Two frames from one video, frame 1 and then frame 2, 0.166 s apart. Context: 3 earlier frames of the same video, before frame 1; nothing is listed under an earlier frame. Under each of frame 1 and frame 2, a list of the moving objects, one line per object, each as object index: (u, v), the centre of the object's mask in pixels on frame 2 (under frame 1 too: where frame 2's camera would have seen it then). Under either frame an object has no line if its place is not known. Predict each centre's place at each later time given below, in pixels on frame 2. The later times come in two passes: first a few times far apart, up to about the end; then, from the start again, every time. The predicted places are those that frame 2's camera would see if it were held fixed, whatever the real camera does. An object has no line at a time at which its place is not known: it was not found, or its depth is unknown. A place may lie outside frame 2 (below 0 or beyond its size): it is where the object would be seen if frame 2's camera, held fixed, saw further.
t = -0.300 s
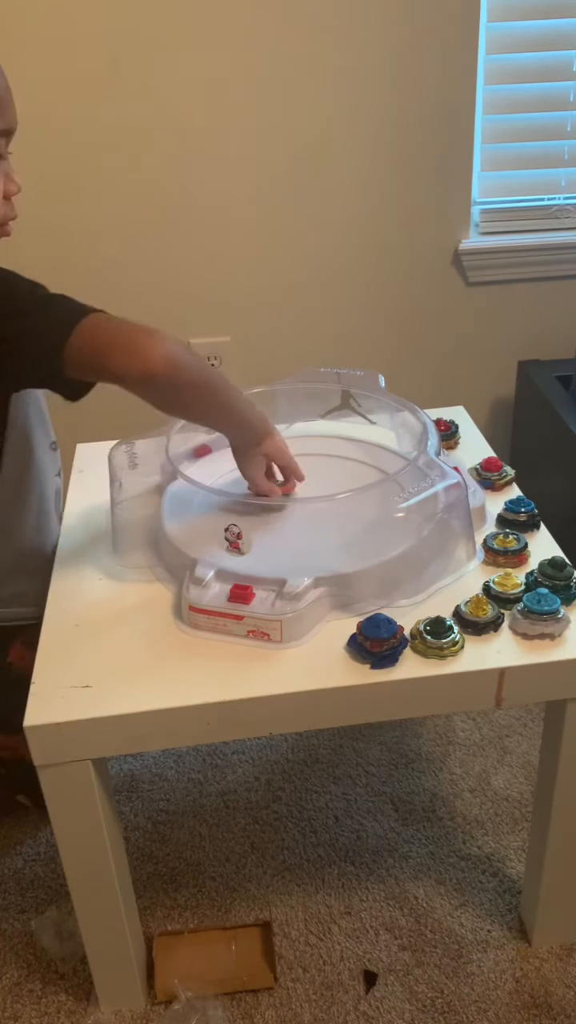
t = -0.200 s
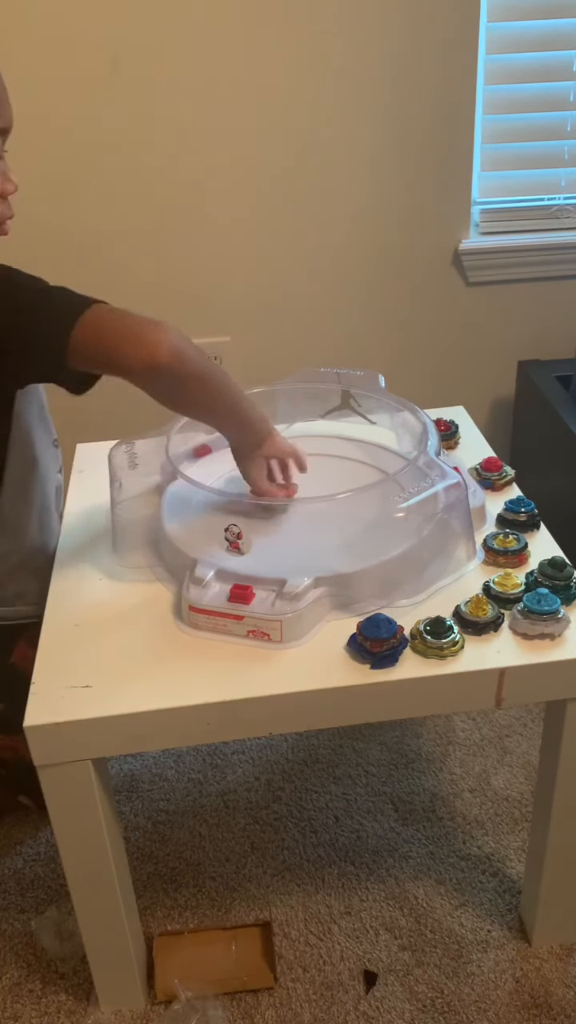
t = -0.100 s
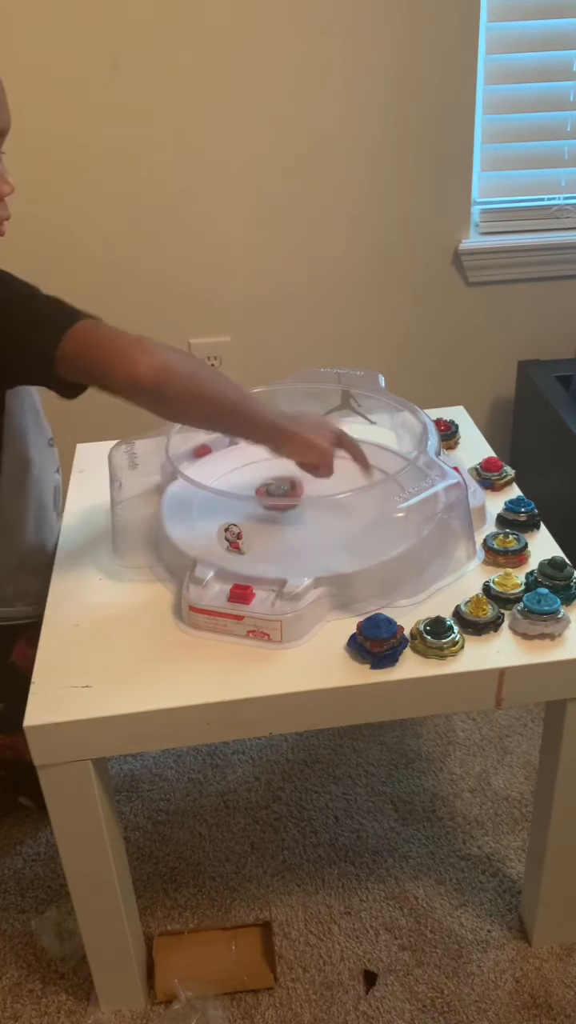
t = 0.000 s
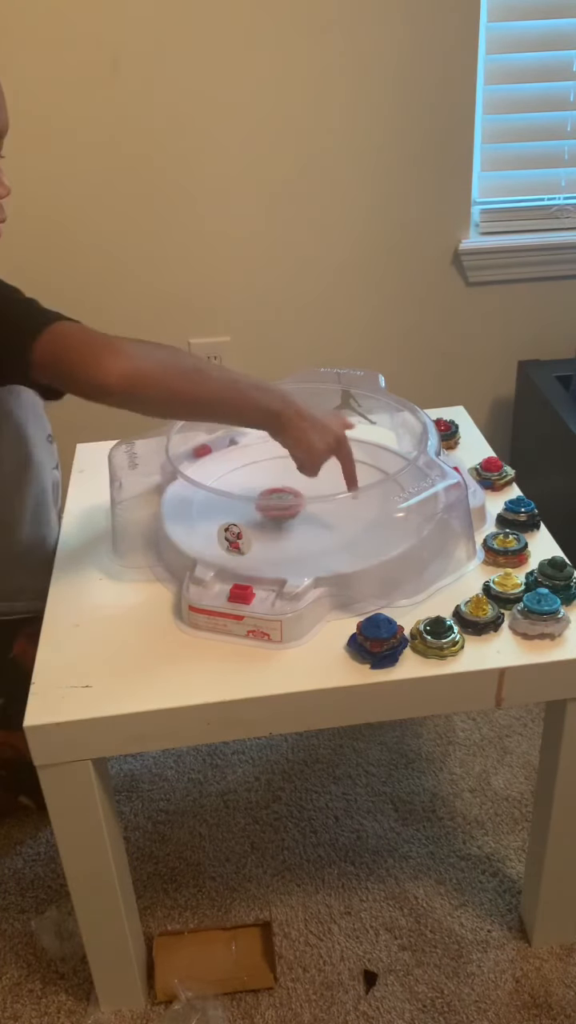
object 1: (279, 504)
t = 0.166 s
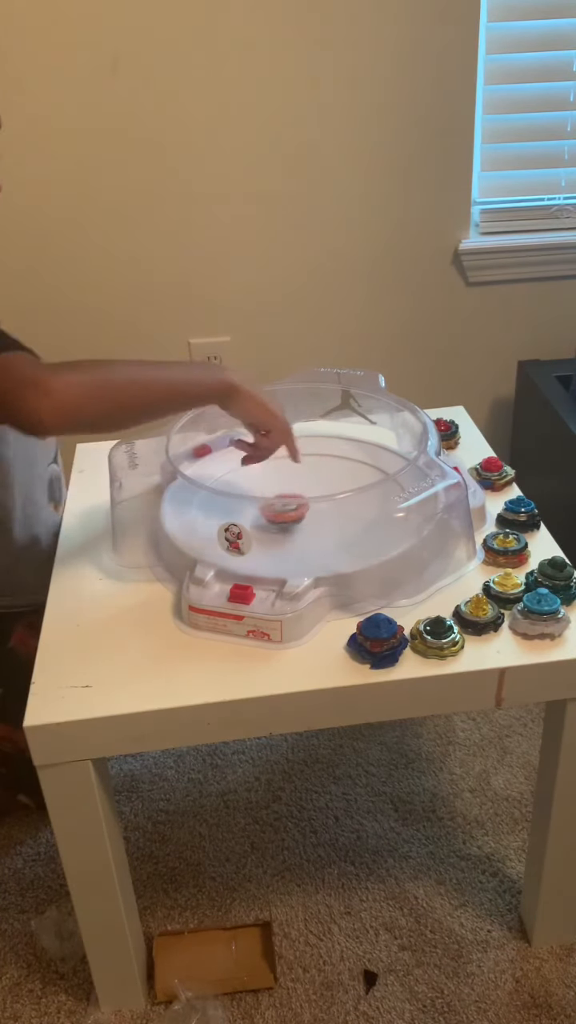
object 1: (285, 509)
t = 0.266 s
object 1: (288, 508)
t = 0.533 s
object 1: (297, 507)
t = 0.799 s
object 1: (299, 504)
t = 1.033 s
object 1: (301, 502)
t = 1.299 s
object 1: (301, 504)
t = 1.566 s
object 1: (298, 502)
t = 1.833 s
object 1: (301, 501)
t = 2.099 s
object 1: (299, 502)
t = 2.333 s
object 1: (300, 501)
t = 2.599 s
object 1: (300, 502)
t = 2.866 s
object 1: (298, 502)
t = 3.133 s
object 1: (301, 502)
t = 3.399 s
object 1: (300, 503)
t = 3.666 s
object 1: (301, 501)
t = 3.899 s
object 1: (302, 502)
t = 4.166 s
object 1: (299, 502)
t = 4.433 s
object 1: (300, 502)
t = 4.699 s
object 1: (299, 503)
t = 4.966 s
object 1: (299, 502)
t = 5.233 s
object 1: (301, 502)
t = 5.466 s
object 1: (300, 502)
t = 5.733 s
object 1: (300, 502)
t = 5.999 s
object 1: (302, 503)
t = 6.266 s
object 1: (300, 502)
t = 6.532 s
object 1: (301, 502)
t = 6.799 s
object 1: (299, 502)
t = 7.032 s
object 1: (300, 502)
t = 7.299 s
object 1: (300, 502)
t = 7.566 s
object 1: (300, 502)
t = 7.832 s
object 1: (299, 503)
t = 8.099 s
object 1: (299, 502)
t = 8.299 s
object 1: (301, 504)
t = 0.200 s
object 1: (286, 509)
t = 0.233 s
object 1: (287, 509)
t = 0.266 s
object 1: (288, 508)
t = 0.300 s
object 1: (289, 509)
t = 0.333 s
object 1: (290, 508)
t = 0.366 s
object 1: (292, 508)
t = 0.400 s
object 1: (293, 508)
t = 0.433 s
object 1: (295, 507)
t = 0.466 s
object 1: (296, 507)
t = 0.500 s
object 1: (297, 507)
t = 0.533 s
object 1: (297, 507)
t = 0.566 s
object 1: (298, 507)
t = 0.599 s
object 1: (298, 507)
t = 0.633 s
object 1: (299, 507)
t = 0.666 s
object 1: (299, 507)
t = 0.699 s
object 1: (298, 506)
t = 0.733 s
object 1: (299, 506)
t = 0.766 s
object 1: (299, 506)
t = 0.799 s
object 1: (299, 504)
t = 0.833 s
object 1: (299, 504)
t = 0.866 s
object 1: (299, 504)
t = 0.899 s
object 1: (299, 503)
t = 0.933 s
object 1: (300, 503)
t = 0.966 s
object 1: (300, 502)
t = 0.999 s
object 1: (301, 502)
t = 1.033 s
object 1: (301, 502)
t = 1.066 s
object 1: (303, 502)
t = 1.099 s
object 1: (304, 502)
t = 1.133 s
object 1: (304, 502)
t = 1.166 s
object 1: (304, 503)
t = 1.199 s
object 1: (304, 504)
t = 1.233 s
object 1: (303, 504)
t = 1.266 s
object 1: (302, 504)
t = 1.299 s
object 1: (301, 504)
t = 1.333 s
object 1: (300, 504)
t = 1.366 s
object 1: (298, 504)
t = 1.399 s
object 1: (298, 504)
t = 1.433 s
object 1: (297, 504)
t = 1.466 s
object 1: (297, 503)
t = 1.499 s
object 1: (298, 502)
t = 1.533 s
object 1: (298, 502)
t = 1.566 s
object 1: (298, 502)
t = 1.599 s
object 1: (298, 501)
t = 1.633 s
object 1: (298, 501)
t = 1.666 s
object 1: (299, 501)
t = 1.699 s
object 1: (300, 501)
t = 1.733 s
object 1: (300, 501)
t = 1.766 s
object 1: (300, 501)
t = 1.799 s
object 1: (301, 501)
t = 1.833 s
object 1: (301, 501)
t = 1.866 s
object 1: (301, 502)
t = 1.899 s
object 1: (300, 501)
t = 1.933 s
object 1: (300, 501)
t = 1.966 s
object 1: (300, 502)
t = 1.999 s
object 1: (299, 502)
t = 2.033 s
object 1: (299, 502)
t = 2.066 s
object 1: (299, 502)
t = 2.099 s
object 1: (299, 502)
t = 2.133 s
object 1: (299, 502)
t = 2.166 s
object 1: (299, 503)
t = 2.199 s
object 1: (299, 502)
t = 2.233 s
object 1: (299, 502)
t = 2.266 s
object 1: (299, 502)
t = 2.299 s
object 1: (299, 502)
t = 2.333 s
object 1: (300, 501)
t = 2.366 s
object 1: (300, 502)
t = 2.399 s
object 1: (300, 502)
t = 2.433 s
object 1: (301, 501)
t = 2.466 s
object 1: (300, 502)
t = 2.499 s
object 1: (301, 502)
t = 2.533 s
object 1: (301, 502)
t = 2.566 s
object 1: (301, 502)
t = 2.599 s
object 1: (300, 502)
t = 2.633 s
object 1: (300, 502)
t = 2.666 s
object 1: (300, 502)
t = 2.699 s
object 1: (300, 503)
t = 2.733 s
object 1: (299, 503)
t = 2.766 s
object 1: (299, 502)
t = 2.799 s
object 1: (299, 502)
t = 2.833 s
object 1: (298, 502)
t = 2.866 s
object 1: (298, 502)
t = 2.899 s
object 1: (298, 502)
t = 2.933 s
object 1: (299, 502)
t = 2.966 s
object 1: (299, 502)
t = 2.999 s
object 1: (299, 502)
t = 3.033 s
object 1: (299, 502)
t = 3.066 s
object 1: (300, 502)
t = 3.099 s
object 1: (301, 501)
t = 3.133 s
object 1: (301, 502)
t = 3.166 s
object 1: (302, 503)
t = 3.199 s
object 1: (302, 503)
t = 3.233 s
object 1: (301, 502)
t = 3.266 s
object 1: (301, 503)
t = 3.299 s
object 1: (301, 503)
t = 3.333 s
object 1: (300, 503)
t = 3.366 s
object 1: (300, 503)
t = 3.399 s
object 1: (300, 503)
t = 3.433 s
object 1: (300, 502)
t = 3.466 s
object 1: (300, 502)
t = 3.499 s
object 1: (300, 503)
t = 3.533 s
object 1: (300, 502)
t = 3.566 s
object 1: (300, 502)
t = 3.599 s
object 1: (300, 502)
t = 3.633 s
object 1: (300, 502)
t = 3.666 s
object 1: (301, 501)
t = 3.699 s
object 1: (301, 501)
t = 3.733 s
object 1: (301, 501)
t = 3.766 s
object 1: (302, 502)
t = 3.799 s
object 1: (302, 502)
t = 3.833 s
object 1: (302, 502)
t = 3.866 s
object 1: (302, 503)
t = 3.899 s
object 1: (302, 502)
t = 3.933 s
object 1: (301, 502)
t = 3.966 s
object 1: (301, 503)
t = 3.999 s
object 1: (300, 503)
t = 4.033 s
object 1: (300, 502)
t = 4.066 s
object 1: (299, 503)
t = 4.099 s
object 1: (299, 502)
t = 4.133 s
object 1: (299, 502)
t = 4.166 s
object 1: (299, 502)
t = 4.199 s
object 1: (299, 502)
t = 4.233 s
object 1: (299, 502)
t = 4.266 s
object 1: (299, 501)
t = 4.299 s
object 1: (299, 502)
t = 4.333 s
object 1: (300, 502)
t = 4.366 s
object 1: (300, 501)
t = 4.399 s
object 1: (300, 501)
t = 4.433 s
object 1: (300, 502)
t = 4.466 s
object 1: (302, 502)
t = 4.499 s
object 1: (301, 502)
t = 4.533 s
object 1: (301, 502)
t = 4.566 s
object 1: (301, 502)
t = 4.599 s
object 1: (301, 503)
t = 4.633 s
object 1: (300, 503)
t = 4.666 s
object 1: (300, 503)
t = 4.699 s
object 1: (299, 503)
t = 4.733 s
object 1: (299, 503)
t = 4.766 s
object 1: (299, 503)
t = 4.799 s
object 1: (299, 504)
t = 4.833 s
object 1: (299, 503)
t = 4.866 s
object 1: (299, 502)
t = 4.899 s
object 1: (299, 502)
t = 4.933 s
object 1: (298, 502)
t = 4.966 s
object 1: (299, 502)
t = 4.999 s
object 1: (299, 502)
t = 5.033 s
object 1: (299, 501)
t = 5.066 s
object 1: (300, 501)
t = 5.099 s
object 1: (300, 502)
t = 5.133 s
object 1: (301, 502)
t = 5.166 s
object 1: (300, 502)
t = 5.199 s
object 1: (301, 502)
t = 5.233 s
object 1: (301, 502)
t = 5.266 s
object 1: (300, 501)
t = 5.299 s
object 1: (301, 502)
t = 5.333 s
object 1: (301, 502)
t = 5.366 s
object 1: (300, 503)
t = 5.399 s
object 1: (300, 502)
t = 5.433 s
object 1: (300, 503)
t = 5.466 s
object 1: (300, 502)
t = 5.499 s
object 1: (300, 503)
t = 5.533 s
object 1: (300, 502)
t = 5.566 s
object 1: (299, 502)
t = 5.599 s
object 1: (299, 503)
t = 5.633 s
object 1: (299, 502)
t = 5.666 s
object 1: (299, 502)
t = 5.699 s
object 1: (299, 502)
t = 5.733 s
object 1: (300, 502)
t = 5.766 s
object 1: (301, 503)
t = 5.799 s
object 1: (301, 502)
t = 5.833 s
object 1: (301, 502)
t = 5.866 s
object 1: (301, 502)
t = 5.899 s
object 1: (301, 502)
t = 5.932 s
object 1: (301, 502)
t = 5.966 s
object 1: (302, 502)
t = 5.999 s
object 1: (302, 503)
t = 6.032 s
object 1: (302, 502)
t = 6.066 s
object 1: (302, 502)
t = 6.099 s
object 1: (302, 503)
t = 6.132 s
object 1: (302, 502)
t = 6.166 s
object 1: (301, 502)
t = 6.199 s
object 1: (301, 502)
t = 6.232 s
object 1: (301, 502)
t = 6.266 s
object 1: (300, 502)
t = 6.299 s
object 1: (301, 502)
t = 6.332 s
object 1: (301, 502)
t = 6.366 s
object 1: (300, 502)
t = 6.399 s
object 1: (300, 502)
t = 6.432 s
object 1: (301, 502)
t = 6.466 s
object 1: (301, 502)
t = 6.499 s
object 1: (301, 501)
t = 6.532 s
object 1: (301, 502)
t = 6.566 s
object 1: (300, 502)
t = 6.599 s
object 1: (300, 502)
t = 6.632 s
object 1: (300, 502)
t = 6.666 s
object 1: (300, 503)
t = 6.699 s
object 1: (299, 503)
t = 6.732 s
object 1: (300, 502)
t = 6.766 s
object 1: (299, 502)
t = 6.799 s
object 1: (299, 502)
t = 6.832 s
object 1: (298, 502)
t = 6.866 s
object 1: (298, 502)
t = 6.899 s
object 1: (298, 502)
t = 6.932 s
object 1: (298, 502)
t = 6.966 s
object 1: (299, 502)
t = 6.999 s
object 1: (300, 502)
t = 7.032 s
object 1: (300, 502)
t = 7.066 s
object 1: (301, 502)
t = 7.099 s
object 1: (301, 502)
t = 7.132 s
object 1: (301, 502)
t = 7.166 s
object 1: (300, 501)
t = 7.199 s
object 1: (301, 502)
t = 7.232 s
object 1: (300, 502)
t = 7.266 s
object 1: (300, 502)
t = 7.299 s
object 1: (300, 502)
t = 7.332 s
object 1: (300, 502)
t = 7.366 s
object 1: (300, 502)
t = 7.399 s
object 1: (300, 502)
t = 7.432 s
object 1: (300, 502)
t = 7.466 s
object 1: (300, 502)
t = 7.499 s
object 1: (299, 502)
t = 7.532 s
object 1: (300, 502)
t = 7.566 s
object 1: (300, 502)
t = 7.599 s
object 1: (300, 502)
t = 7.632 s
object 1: (300, 502)
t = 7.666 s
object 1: (301, 502)
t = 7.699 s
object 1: (301, 503)
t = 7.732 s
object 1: (300, 503)
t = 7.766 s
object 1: (300, 502)
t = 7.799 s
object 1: (300, 503)
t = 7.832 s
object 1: (299, 503)
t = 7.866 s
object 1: (299, 503)
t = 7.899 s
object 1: (300, 502)
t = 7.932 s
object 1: (300, 503)
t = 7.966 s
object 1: (299, 503)
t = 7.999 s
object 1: (300, 502)
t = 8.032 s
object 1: (300, 502)
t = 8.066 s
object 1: (300, 502)
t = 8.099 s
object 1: (299, 502)
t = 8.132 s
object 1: (299, 502)
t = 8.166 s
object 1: (300, 502)
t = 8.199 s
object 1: (300, 502)
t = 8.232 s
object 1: (300, 502)
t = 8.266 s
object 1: (301, 503)
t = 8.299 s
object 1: (301, 504)
